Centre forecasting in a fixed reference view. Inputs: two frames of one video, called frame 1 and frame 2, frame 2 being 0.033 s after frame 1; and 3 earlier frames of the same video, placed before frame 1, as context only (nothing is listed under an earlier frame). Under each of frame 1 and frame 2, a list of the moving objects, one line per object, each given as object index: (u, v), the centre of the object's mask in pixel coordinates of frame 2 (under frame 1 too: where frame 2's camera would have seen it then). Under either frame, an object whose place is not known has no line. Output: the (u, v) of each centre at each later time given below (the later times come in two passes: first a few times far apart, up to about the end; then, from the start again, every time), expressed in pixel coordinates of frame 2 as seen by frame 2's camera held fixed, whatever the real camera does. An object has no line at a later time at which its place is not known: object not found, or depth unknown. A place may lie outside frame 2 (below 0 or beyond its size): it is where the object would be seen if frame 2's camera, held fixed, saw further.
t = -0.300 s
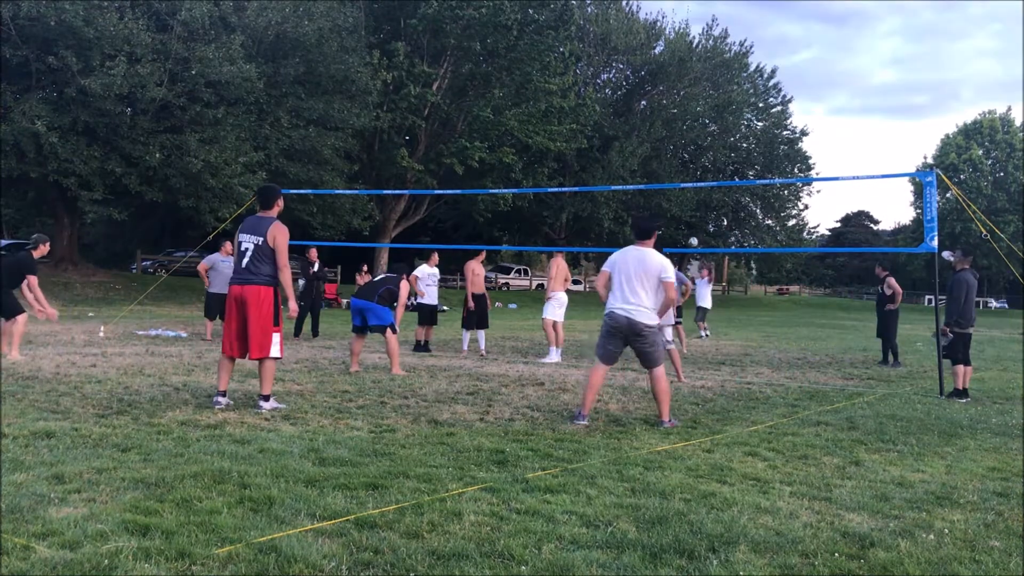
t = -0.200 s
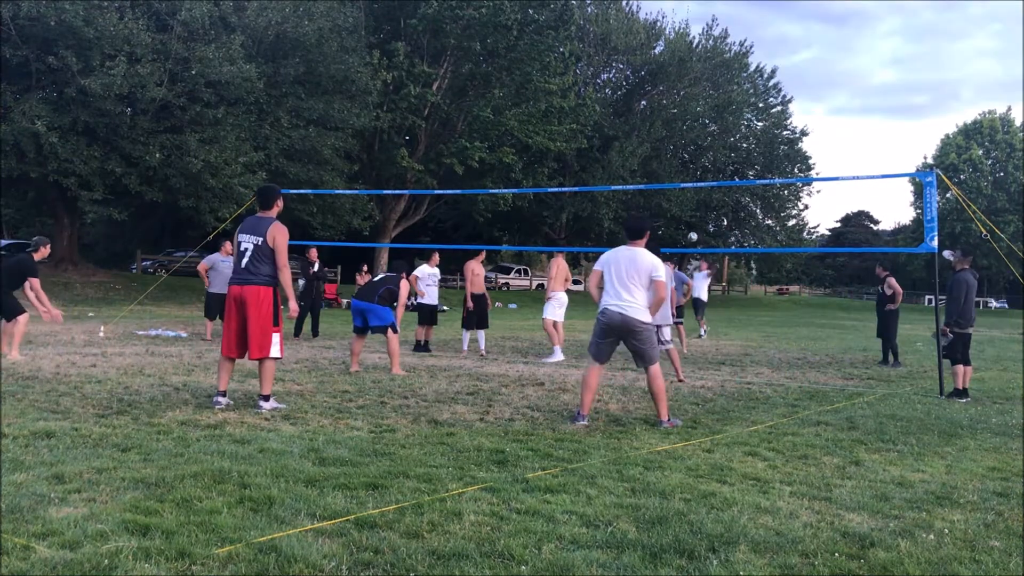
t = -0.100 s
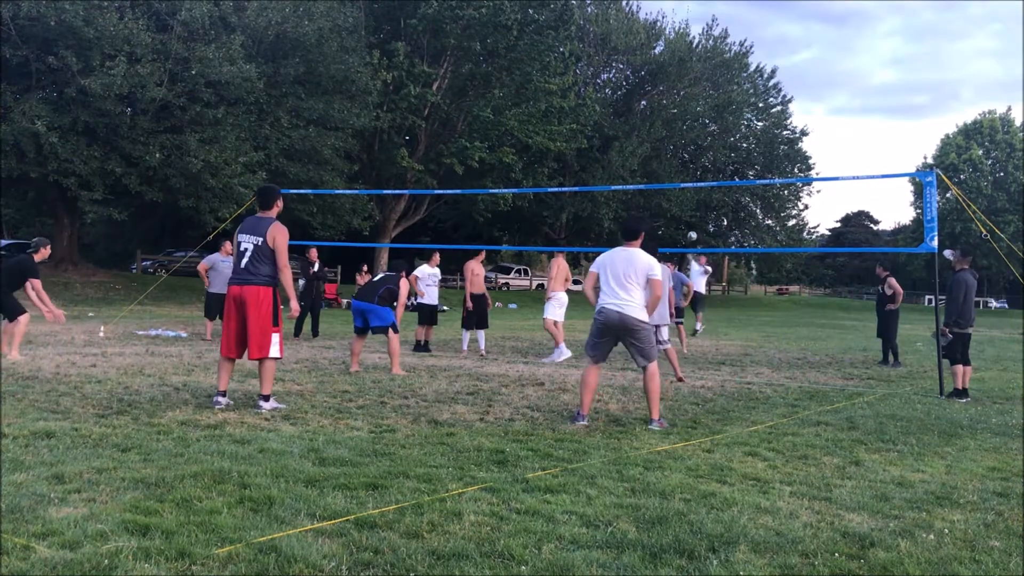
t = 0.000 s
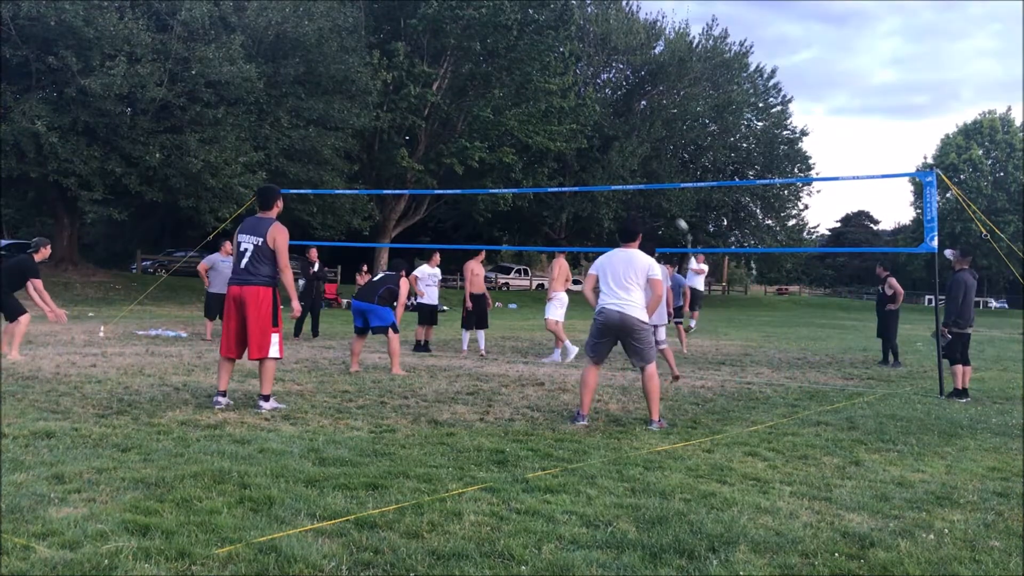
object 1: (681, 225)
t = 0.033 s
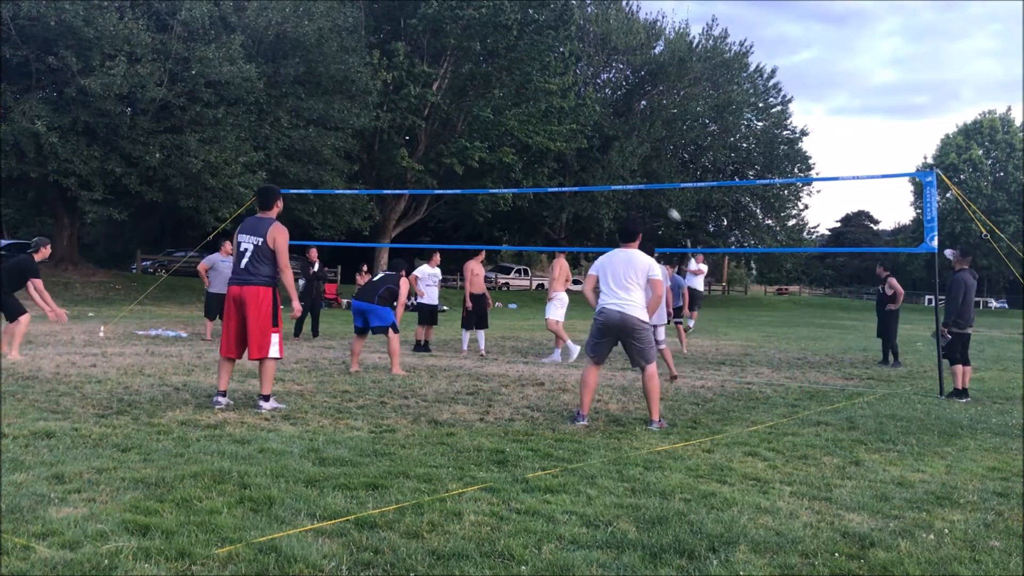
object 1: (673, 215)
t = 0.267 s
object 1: (611, 153)
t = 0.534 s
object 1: (522, 103)
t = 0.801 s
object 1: (402, 86)
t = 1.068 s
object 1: (242, 122)
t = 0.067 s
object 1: (666, 206)
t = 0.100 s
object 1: (657, 197)
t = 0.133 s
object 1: (649, 187)
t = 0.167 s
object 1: (639, 178)
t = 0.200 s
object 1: (631, 170)
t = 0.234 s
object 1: (621, 161)
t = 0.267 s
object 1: (611, 153)
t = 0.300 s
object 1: (600, 145)
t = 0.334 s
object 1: (591, 138)
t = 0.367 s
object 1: (579, 131)
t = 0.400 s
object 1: (568, 124)
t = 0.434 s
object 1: (557, 119)
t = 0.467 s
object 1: (546, 113)
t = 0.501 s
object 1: (534, 108)
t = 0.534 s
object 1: (522, 103)
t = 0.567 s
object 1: (508, 100)
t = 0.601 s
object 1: (495, 96)
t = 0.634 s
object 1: (481, 93)
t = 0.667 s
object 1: (467, 91)
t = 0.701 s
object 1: (452, 89)
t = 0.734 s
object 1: (436, 87)
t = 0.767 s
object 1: (420, 86)
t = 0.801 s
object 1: (402, 86)
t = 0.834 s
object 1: (385, 88)
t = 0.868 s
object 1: (367, 89)
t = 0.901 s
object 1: (347, 92)
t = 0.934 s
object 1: (328, 96)
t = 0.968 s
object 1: (308, 101)
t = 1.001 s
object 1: (287, 106)
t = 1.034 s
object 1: (266, 113)
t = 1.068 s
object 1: (242, 122)
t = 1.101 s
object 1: (219, 132)
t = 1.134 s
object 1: (195, 143)
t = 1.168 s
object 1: (170, 156)
